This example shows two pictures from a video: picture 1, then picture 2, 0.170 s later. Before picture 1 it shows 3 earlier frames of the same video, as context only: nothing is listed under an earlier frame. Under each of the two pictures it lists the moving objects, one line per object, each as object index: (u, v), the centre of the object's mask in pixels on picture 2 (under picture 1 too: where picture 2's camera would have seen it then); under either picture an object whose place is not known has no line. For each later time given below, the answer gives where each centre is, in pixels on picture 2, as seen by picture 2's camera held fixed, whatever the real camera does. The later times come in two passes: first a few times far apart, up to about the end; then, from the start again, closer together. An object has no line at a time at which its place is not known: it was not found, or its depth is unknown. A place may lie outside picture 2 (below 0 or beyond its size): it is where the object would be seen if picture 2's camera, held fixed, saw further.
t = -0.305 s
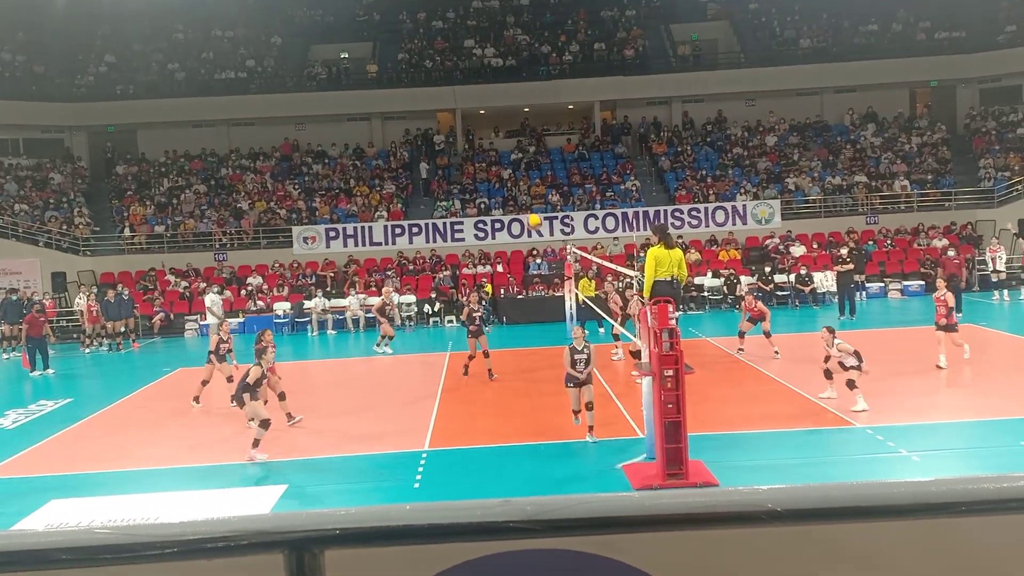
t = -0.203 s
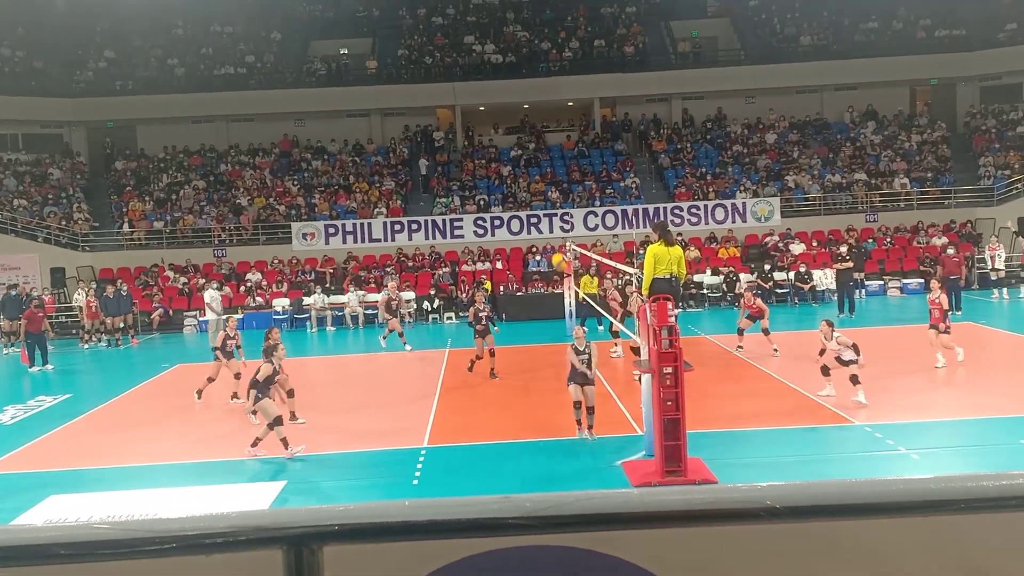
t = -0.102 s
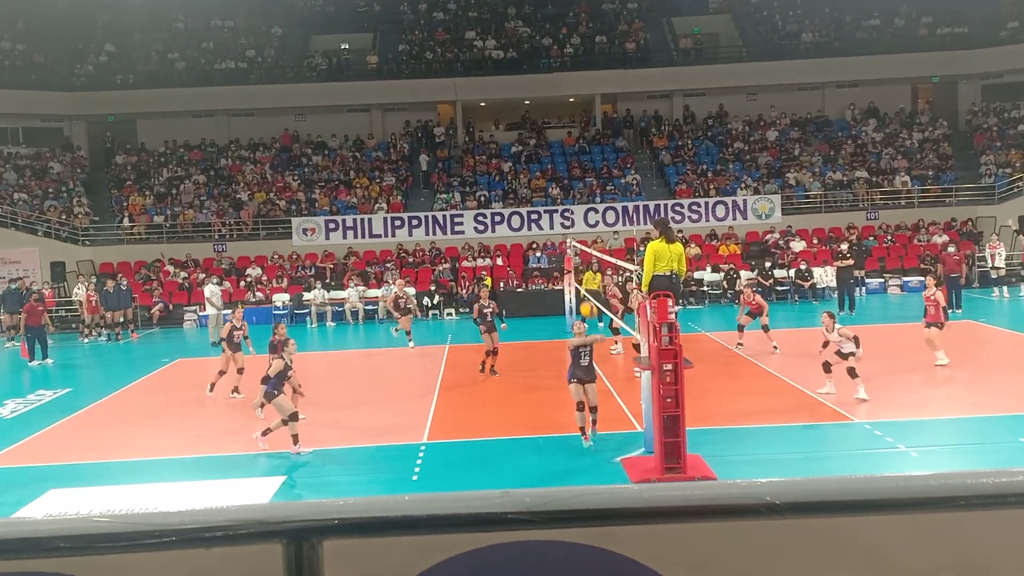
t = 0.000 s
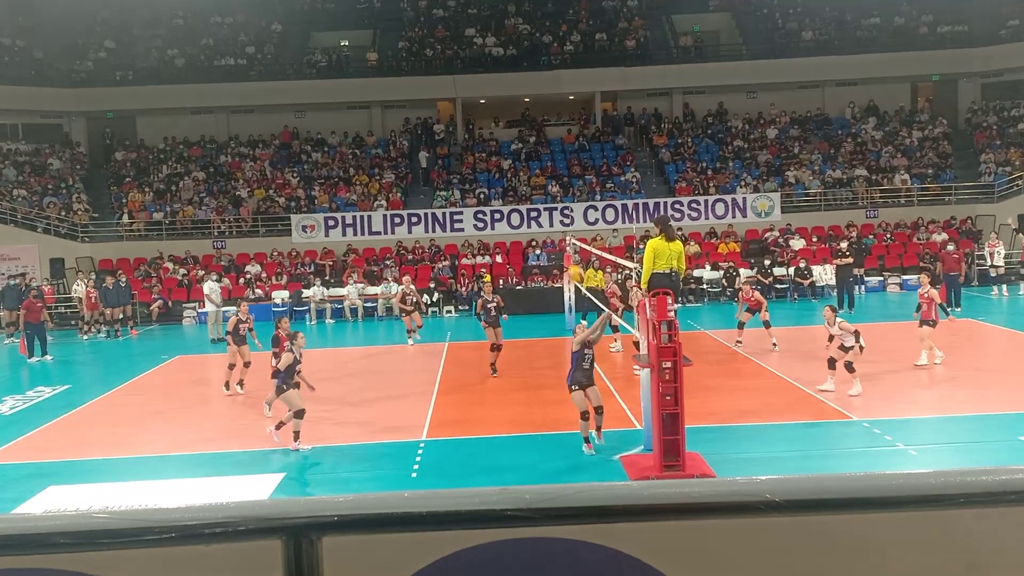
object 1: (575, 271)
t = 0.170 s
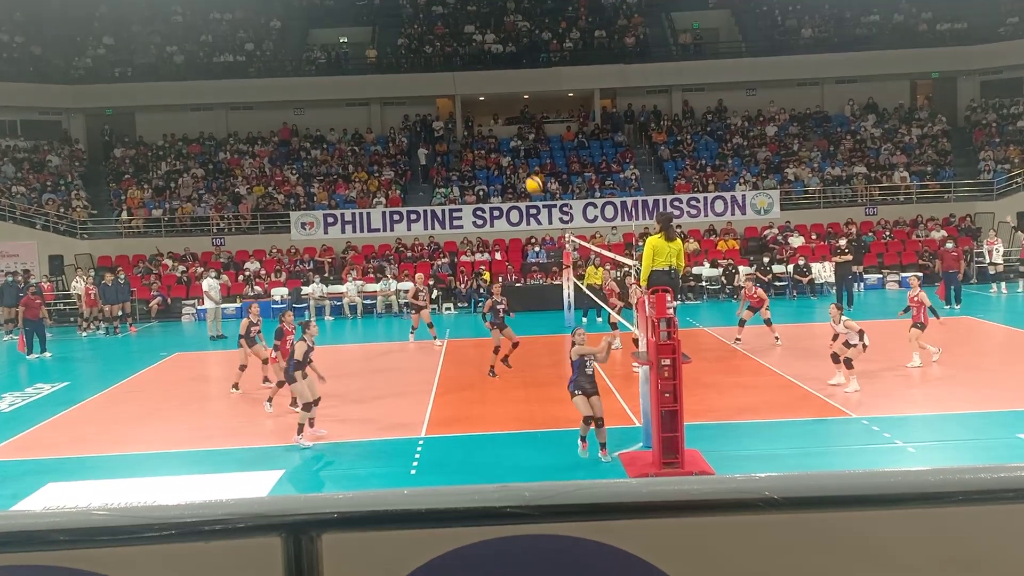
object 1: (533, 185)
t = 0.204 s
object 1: (525, 171)
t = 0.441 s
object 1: (469, 94)
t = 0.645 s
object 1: (424, 64)
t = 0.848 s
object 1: (382, 65)
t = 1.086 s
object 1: (337, 105)
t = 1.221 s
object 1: (314, 146)
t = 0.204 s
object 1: (525, 171)
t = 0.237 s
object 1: (517, 157)
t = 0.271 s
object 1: (509, 144)
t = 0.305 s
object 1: (501, 132)
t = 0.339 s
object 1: (493, 121)
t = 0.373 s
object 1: (485, 111)
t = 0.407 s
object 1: (477, 102)
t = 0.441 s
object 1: (469, 94)
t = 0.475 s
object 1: (462, 87)
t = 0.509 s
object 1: (454, 80)
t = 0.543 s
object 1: (446, 75)
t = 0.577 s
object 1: (439, 70)
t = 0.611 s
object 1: (431, 66)
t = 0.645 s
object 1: (424, 64)
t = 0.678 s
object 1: (417, 62)
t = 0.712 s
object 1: (410, 61)
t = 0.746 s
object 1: (402, 60)
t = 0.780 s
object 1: (396, 61)
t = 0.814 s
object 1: (389, 63)
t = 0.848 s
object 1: (382, 65)
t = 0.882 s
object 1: (375, 68)
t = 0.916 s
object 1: (368, 72)
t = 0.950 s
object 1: (362, 77)
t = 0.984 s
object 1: (355, 83)
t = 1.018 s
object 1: (349, 90)
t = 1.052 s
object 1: (343, 97)
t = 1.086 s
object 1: (337, 105)
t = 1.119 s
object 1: (331, 114)
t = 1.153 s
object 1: (326, 124)
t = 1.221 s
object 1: (314, 146)
